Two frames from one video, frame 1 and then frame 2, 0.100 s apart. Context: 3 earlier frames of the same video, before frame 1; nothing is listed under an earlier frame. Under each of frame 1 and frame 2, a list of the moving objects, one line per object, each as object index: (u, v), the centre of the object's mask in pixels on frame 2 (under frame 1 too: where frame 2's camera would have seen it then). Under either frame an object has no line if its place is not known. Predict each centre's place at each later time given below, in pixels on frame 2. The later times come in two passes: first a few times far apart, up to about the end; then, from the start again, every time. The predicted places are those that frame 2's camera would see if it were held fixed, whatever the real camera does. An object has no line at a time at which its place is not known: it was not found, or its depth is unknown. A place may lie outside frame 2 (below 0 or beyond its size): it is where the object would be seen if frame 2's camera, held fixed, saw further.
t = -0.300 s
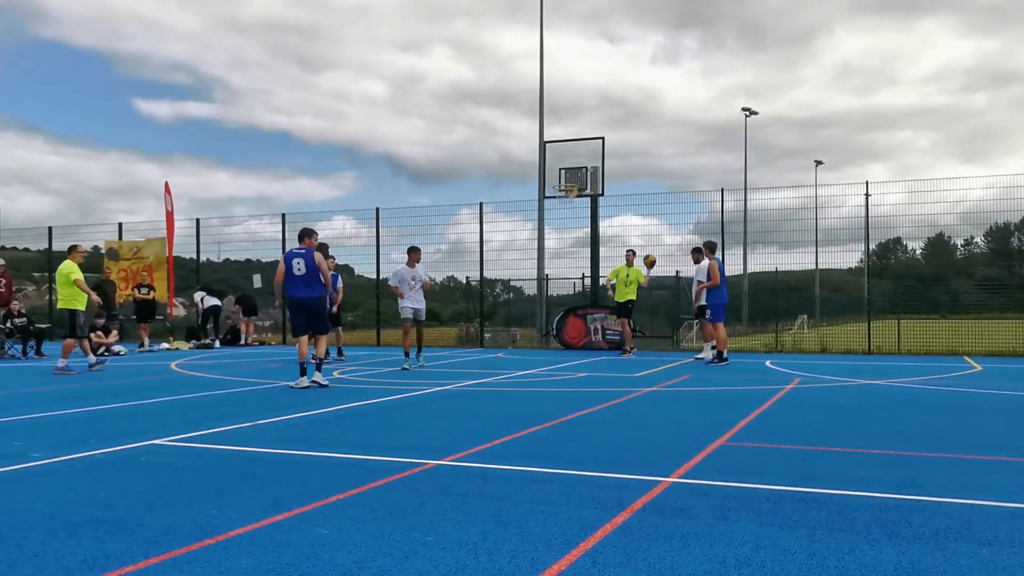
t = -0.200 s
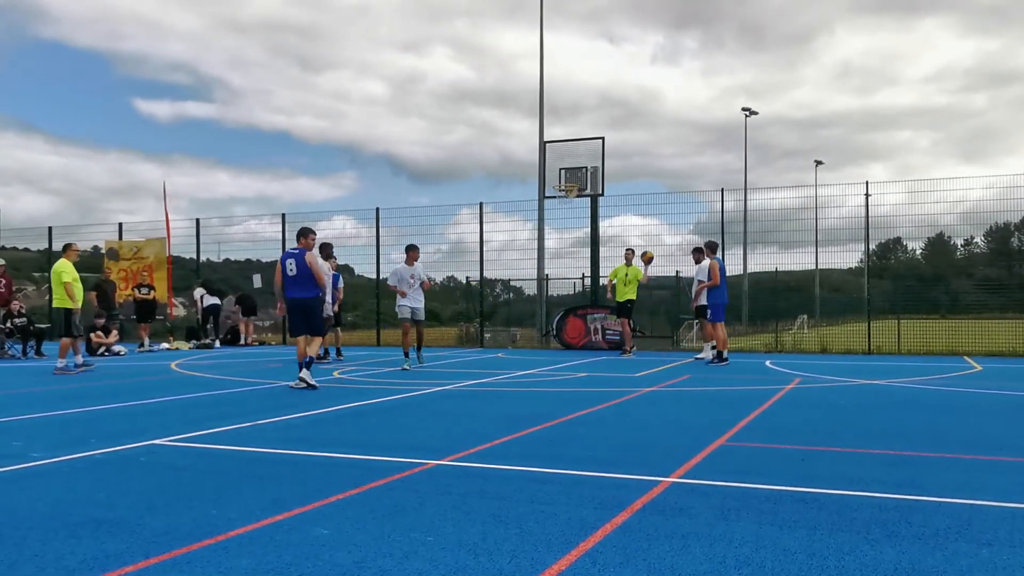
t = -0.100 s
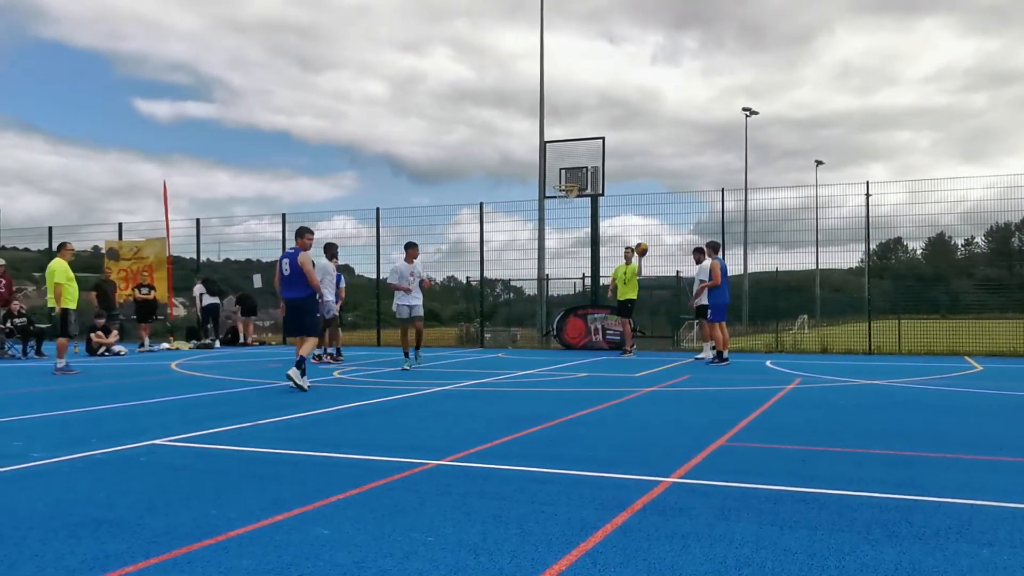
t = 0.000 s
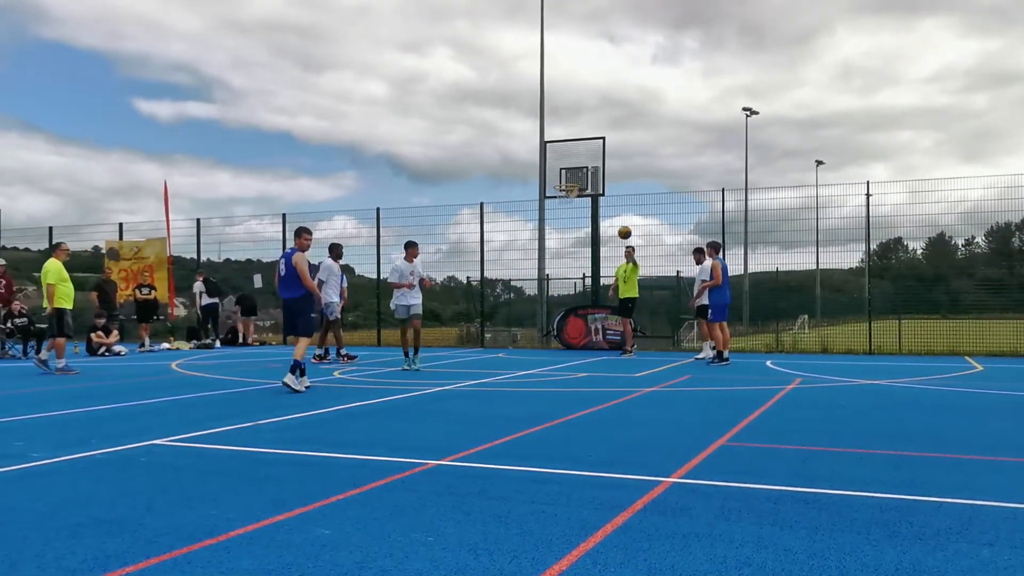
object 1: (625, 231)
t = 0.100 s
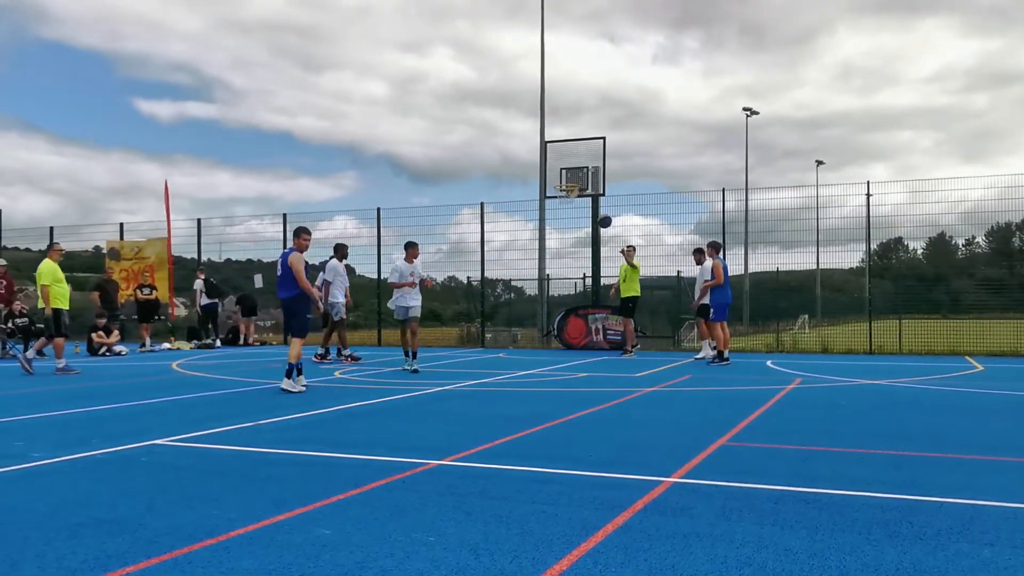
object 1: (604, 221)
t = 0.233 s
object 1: (574, 214)
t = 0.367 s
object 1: (542, 217)
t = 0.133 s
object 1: (598, 218)
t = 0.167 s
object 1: (590, 216)
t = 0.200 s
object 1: (582, 215)
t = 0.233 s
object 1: (574, 214)
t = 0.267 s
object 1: (567, 214)
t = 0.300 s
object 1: (558, 214)
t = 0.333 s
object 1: (551, 215)
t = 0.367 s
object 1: (542, 217)
